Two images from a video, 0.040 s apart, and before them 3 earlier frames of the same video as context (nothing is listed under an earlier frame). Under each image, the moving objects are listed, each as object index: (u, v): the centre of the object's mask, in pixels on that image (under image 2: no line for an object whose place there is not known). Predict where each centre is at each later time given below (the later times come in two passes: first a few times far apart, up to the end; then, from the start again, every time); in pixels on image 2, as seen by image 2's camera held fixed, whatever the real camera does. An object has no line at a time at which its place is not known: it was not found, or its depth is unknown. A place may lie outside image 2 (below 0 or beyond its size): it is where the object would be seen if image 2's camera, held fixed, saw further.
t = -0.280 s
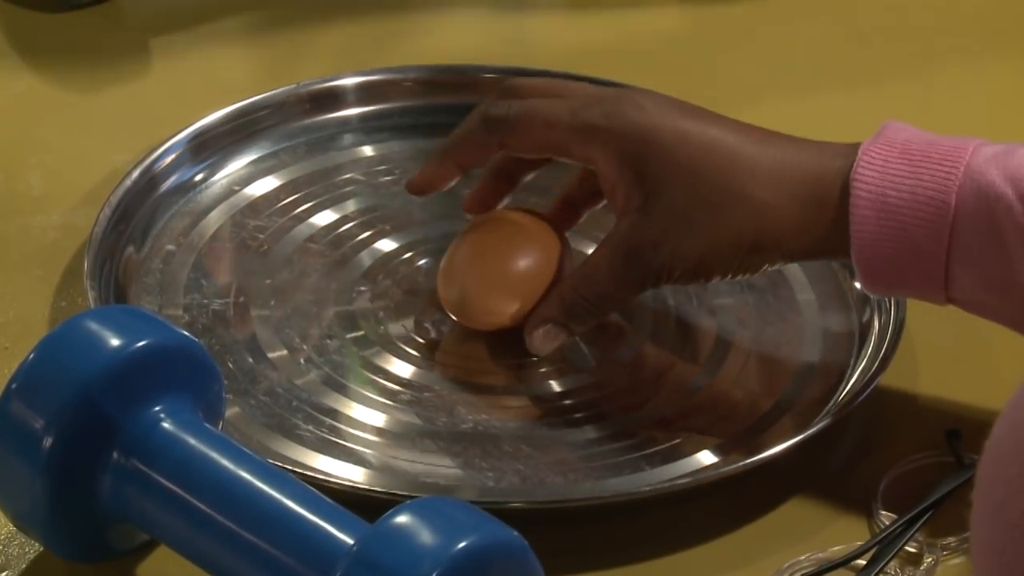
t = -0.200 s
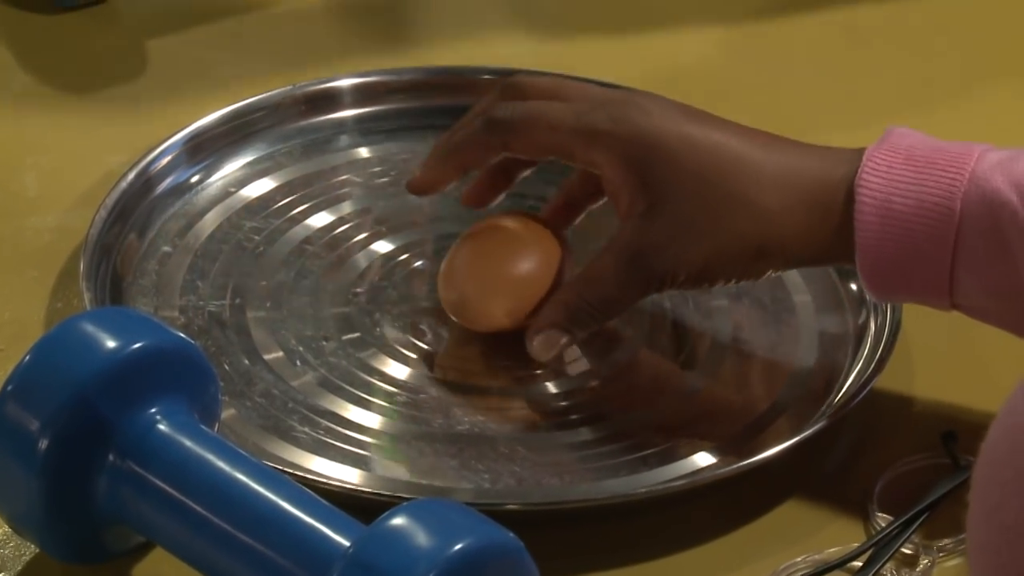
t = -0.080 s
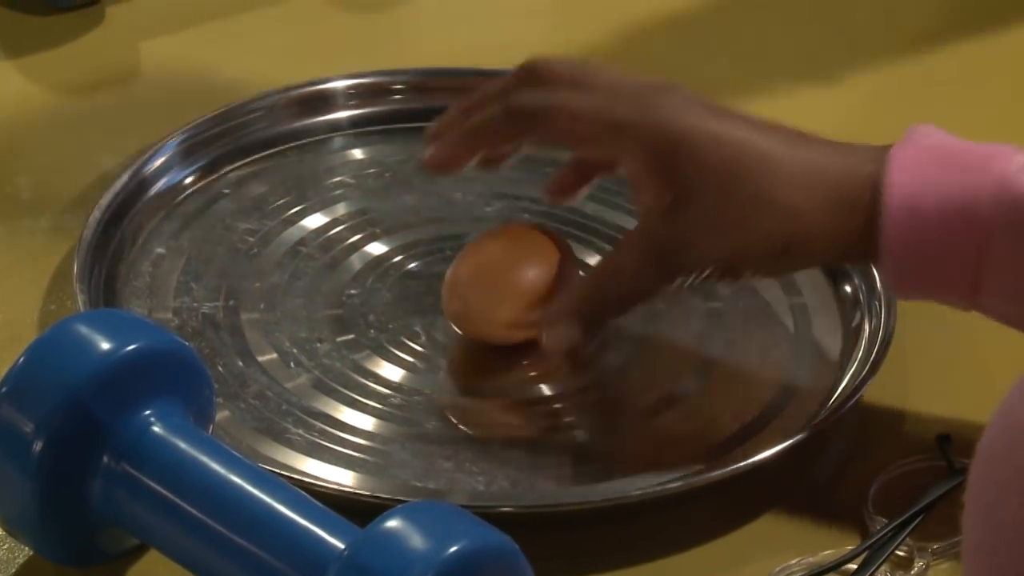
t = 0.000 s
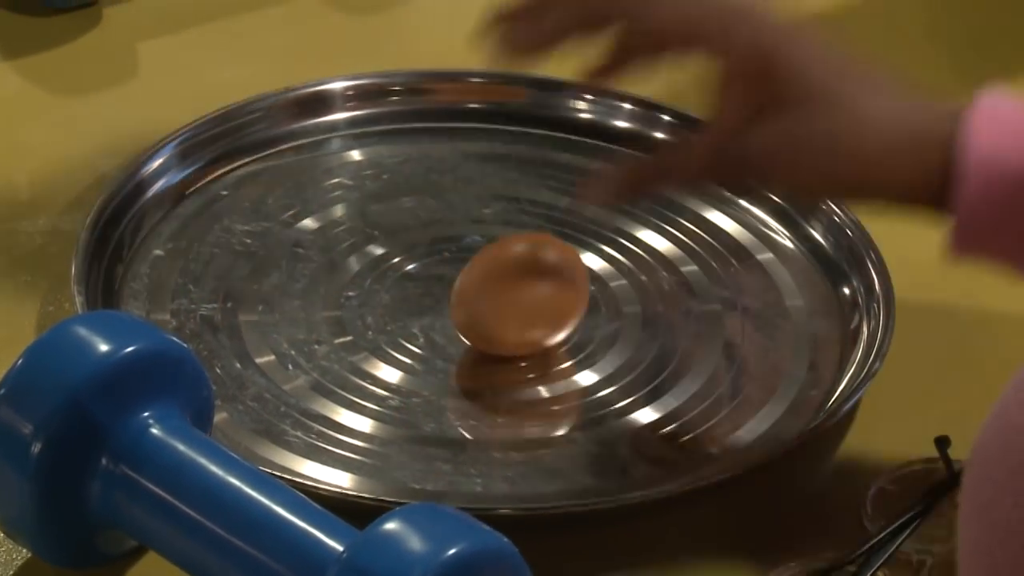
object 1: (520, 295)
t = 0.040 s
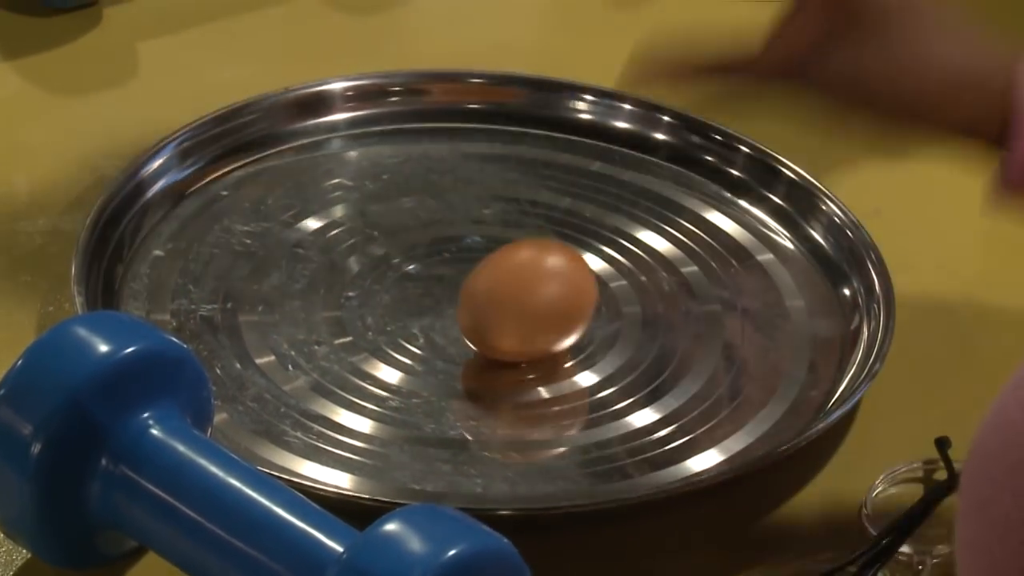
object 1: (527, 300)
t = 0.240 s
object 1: (562, 329)
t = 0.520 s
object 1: (593, 366)
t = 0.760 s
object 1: (604, 379)
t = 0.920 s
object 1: (600, 376)
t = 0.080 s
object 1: (534, 305)
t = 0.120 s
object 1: (542, 311)
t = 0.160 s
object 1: (550, 318)
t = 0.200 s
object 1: (555, 323)
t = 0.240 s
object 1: (562, 329)
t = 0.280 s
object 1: (568, 335)
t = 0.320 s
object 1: (576, 341)
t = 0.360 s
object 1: (582, 346)
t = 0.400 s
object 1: (586, 352)
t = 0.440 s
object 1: (589, 357)
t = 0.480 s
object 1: (590, 362)
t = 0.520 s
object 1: (593, 366)
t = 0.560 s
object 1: (596, 369)
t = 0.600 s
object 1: (600, 372)
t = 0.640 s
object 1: (603, 374)
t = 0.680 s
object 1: (605, 376)
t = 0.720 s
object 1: (605, 378)
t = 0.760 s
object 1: (604, 379)
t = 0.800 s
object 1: (602, 379)
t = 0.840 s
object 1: (599, 379)
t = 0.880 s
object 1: (599, 378)
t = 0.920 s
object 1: (600, 376)
